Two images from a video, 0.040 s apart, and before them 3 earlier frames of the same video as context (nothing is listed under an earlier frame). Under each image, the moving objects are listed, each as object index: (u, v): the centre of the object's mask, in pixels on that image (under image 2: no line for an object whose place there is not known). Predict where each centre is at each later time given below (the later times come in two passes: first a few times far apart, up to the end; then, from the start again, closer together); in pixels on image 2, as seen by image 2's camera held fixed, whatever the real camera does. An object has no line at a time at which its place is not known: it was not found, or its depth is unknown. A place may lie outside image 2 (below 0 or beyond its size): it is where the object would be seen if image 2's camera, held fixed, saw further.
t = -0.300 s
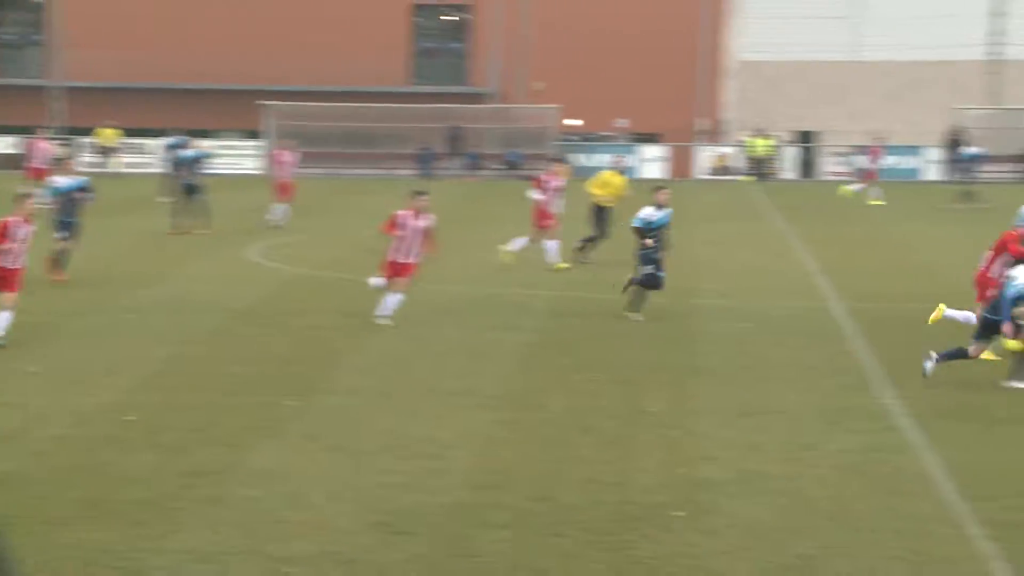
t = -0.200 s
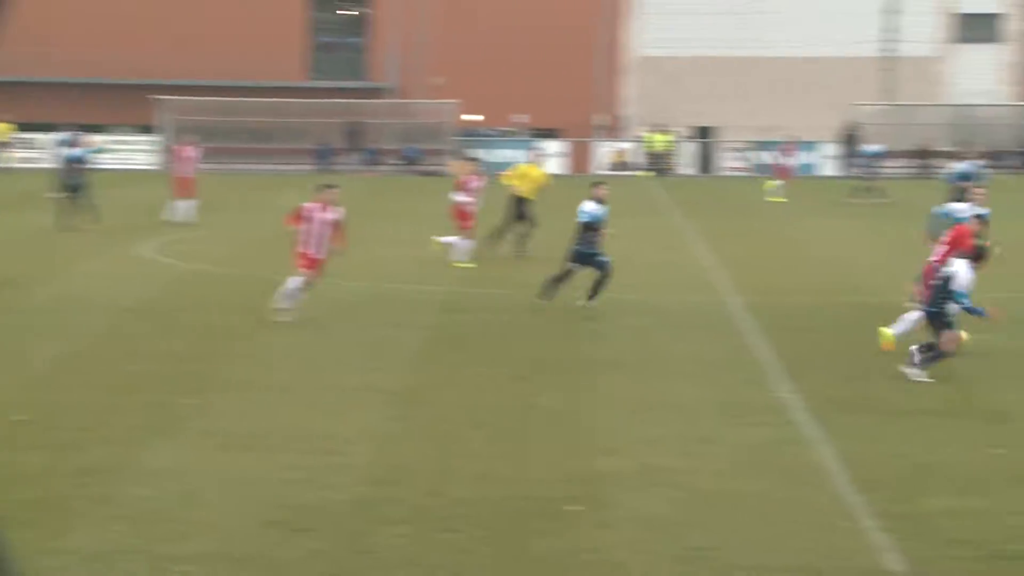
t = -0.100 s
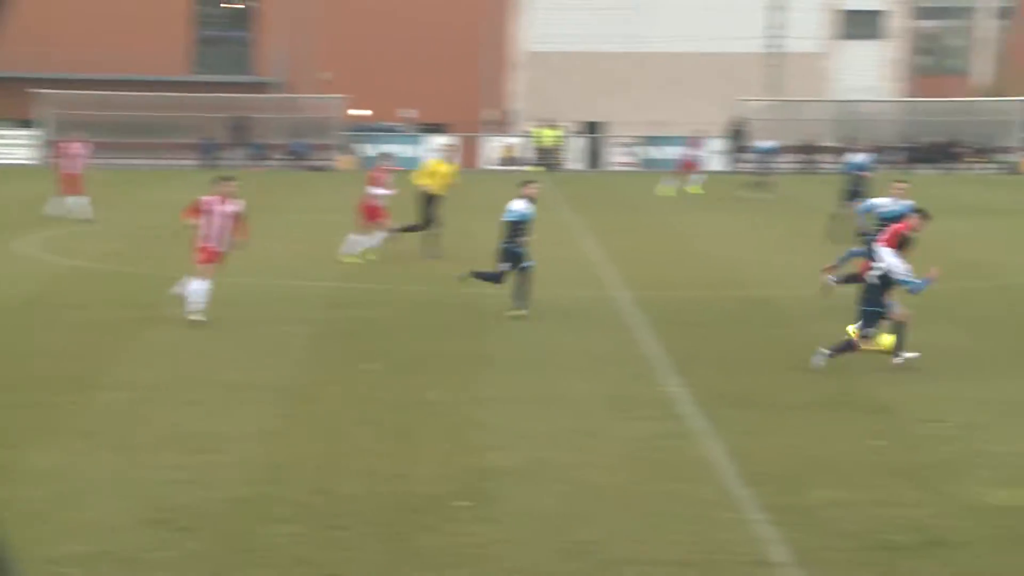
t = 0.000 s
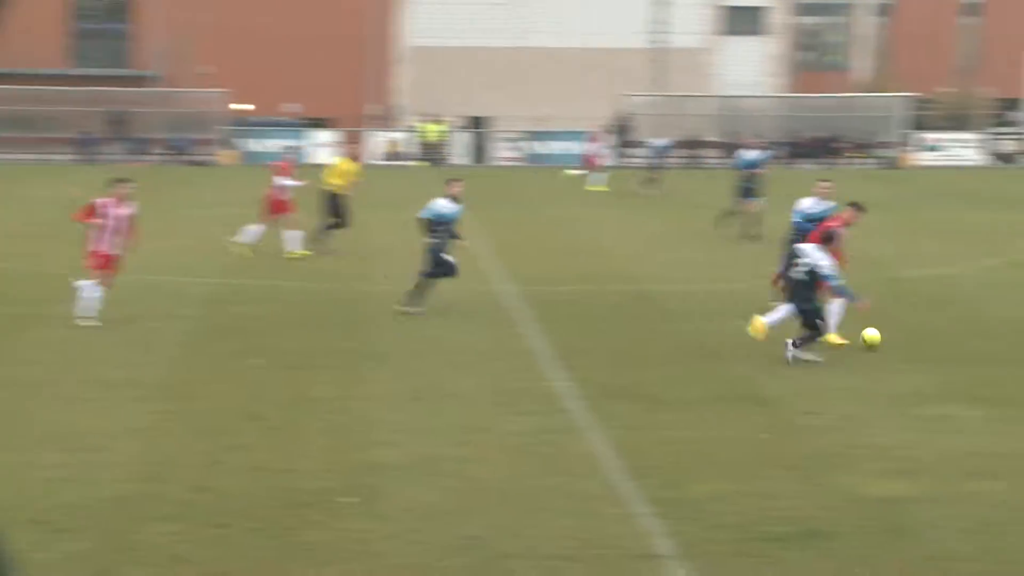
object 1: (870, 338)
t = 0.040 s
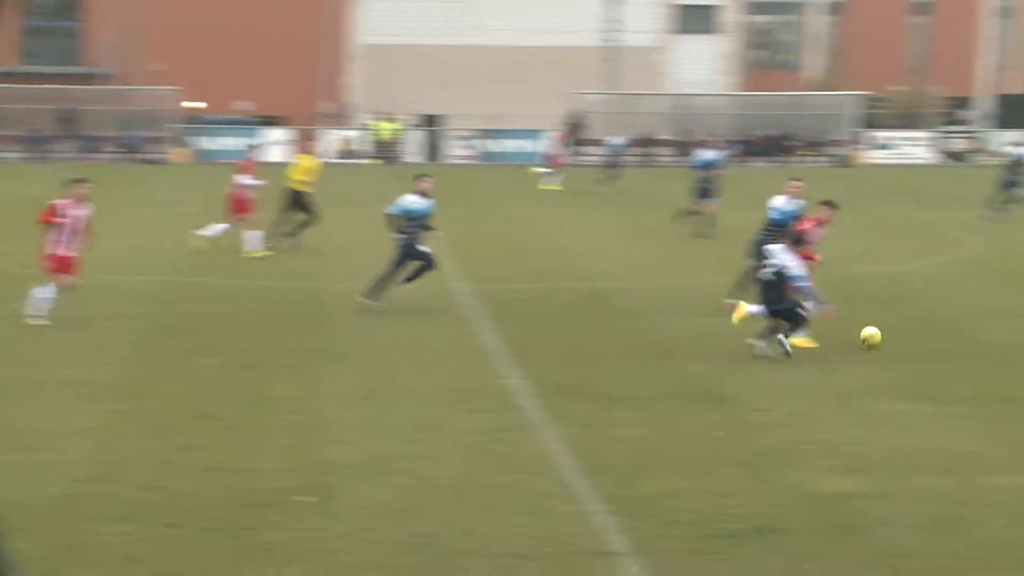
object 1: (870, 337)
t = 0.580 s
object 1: (1481, 376)
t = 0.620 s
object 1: (1523, 380)
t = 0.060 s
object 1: (895, 337)
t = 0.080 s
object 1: (920, 340)
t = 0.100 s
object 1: (945, 342)
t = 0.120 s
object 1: (968, 342)
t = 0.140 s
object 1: (991, 342)
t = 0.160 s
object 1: (1014, 340)
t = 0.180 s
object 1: (1036, 339)
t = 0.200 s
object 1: (1059, 341)
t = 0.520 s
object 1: (1418, 371)
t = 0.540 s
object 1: (1440, 374)
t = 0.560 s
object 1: (1460, 375)
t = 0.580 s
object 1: (1481, 376)
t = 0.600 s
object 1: (1501, 377)
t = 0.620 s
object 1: (1523, 380)
